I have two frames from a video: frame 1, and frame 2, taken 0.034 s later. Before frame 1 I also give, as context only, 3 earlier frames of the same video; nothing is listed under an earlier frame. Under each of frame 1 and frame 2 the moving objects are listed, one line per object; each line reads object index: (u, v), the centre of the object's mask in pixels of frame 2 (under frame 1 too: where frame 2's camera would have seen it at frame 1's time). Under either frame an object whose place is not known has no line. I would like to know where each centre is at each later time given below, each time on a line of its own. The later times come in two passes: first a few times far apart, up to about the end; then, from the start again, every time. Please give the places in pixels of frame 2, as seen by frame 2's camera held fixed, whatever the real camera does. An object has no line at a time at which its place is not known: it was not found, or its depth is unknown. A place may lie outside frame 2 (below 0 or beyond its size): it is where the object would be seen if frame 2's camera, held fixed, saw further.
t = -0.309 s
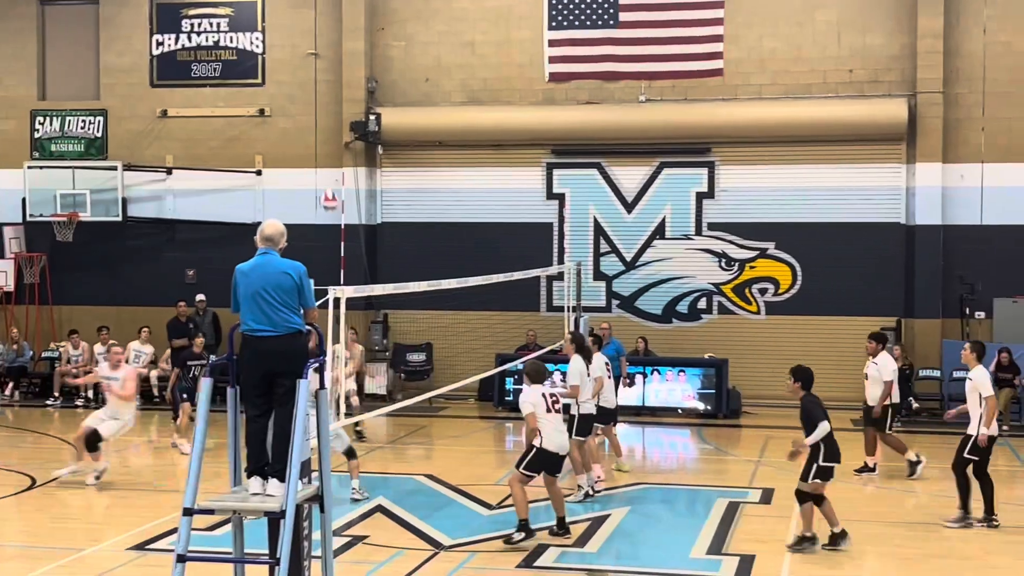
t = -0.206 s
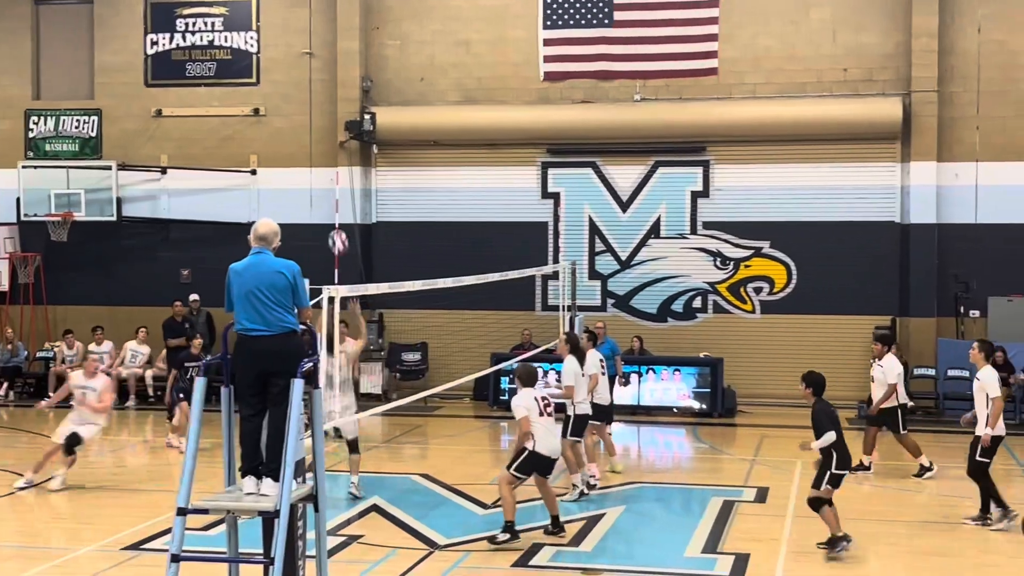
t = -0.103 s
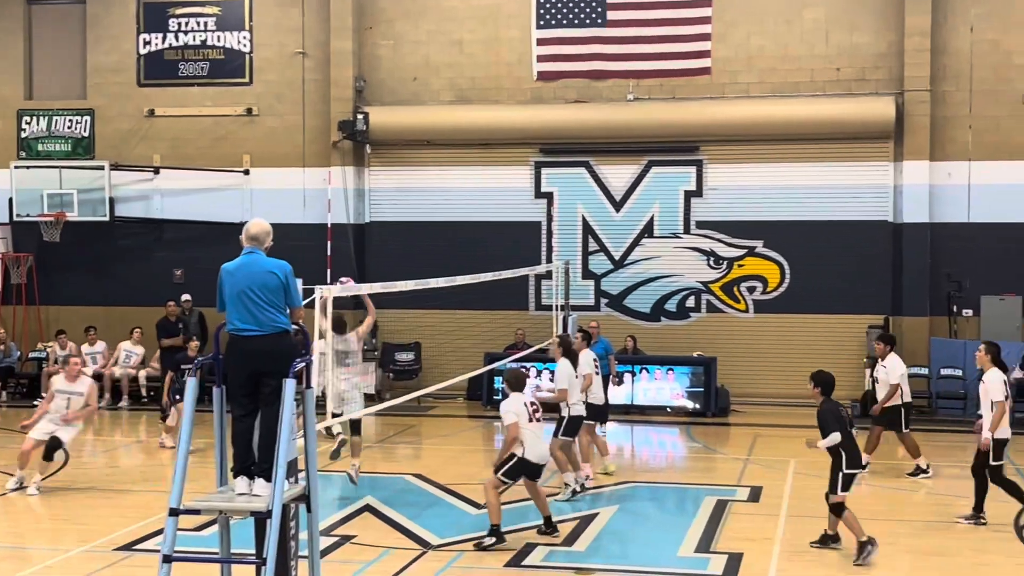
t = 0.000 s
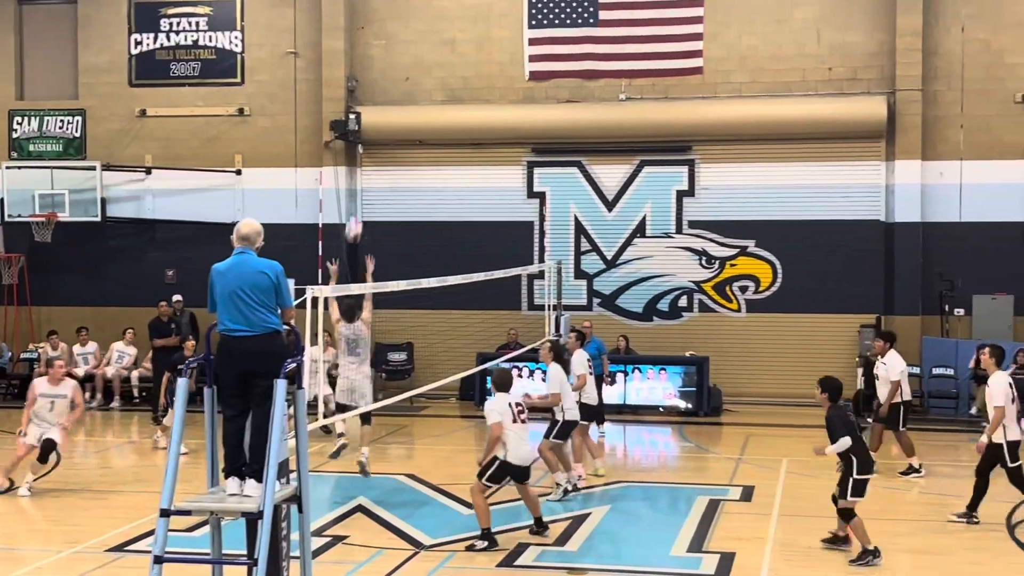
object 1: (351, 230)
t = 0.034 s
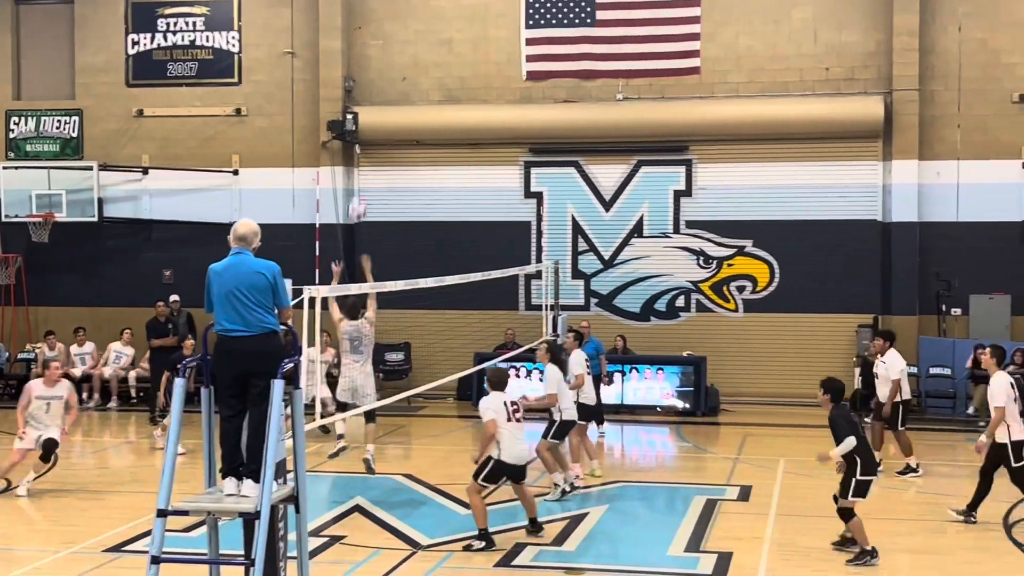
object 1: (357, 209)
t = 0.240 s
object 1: (386, 118)
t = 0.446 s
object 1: (415, 69)
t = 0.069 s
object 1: (362, 192)
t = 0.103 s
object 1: (366, 173)
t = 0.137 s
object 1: (372, 156)
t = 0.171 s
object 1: (376, 143)
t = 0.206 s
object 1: (381, 130)
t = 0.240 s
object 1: (386, 118)
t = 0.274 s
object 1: (392, 107)
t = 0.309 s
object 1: (396, 97)
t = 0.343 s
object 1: (401, 89)
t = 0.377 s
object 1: (406, 81)
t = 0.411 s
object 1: (411, 75)
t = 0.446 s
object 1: (415, 69)
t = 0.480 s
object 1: (420, 65)
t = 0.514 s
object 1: (424, 62)
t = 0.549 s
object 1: (429, 59)
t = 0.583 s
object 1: (433, 58)
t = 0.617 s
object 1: (437, 57)
